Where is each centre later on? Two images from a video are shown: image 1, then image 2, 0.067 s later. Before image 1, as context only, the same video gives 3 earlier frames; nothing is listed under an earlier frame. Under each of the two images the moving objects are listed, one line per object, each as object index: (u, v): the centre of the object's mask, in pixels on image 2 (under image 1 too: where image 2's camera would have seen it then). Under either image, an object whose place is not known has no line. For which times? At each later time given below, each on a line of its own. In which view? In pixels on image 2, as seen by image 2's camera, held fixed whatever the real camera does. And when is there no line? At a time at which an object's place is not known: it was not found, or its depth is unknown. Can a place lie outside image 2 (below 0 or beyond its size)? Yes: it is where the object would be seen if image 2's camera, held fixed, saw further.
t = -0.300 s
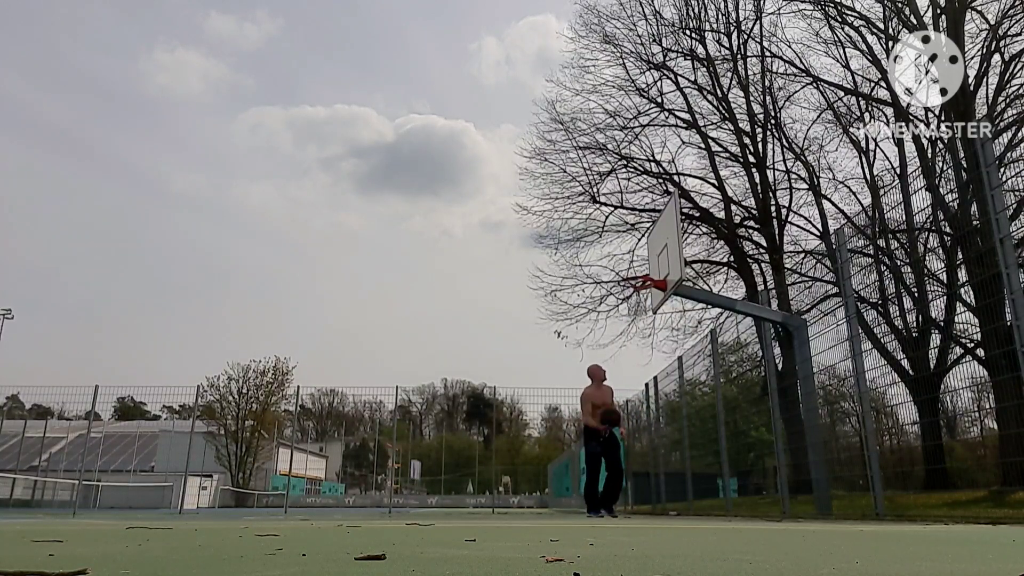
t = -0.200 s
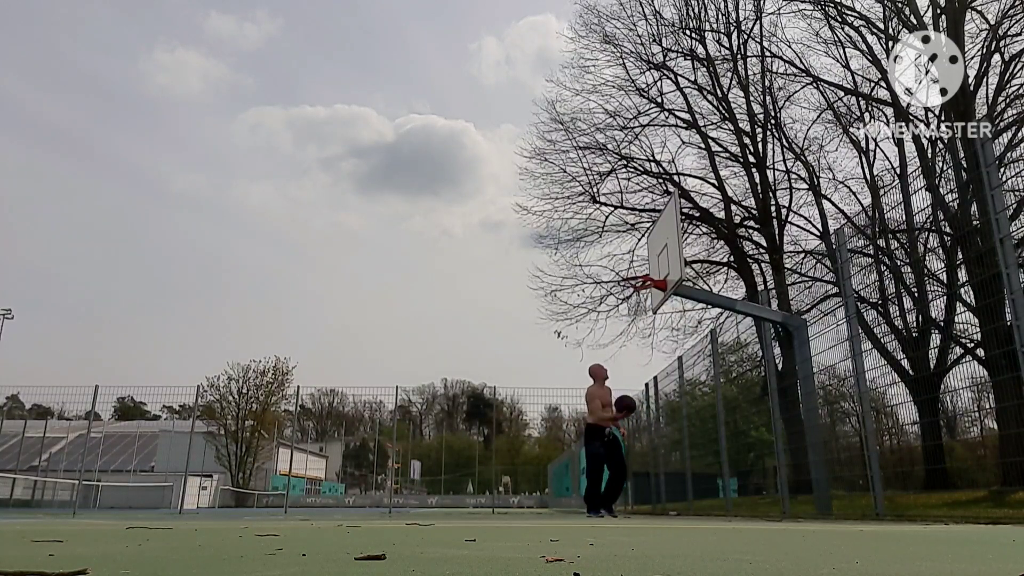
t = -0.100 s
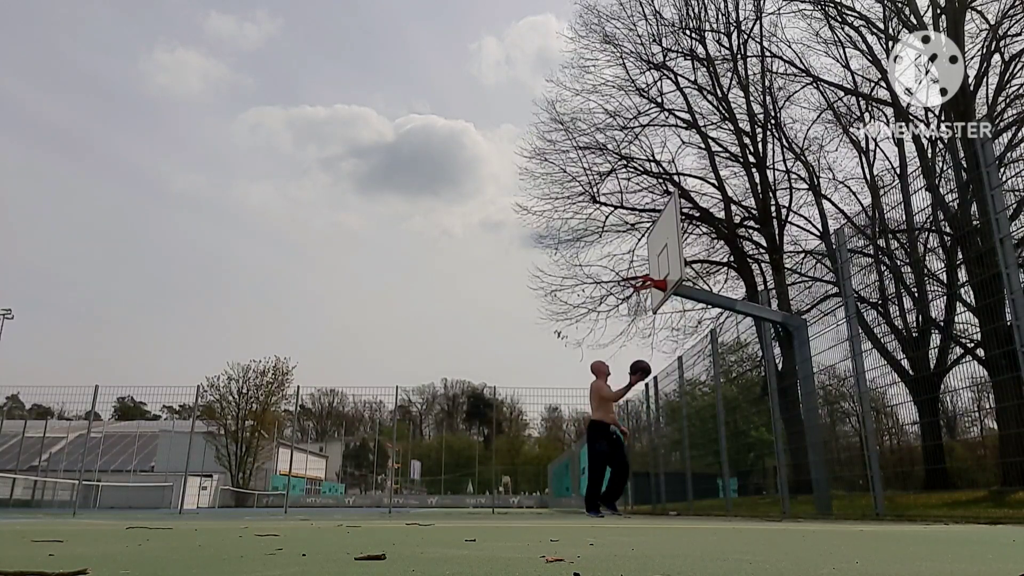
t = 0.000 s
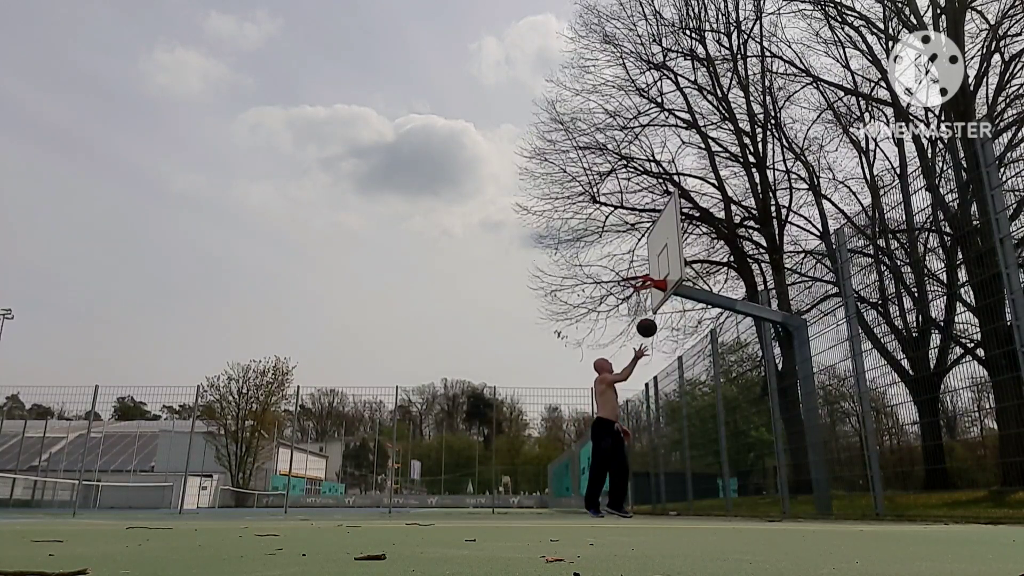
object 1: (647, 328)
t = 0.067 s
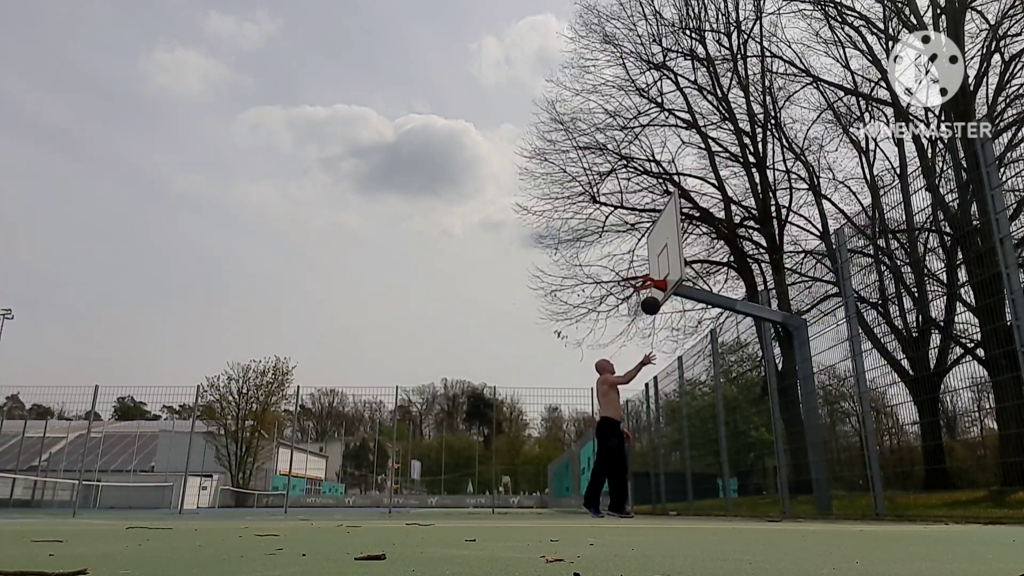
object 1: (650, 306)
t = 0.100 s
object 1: (652, 296)
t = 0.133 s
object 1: (655, 287)
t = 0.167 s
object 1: (657, 281)
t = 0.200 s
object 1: (658, 273)
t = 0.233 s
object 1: (660, 268)
